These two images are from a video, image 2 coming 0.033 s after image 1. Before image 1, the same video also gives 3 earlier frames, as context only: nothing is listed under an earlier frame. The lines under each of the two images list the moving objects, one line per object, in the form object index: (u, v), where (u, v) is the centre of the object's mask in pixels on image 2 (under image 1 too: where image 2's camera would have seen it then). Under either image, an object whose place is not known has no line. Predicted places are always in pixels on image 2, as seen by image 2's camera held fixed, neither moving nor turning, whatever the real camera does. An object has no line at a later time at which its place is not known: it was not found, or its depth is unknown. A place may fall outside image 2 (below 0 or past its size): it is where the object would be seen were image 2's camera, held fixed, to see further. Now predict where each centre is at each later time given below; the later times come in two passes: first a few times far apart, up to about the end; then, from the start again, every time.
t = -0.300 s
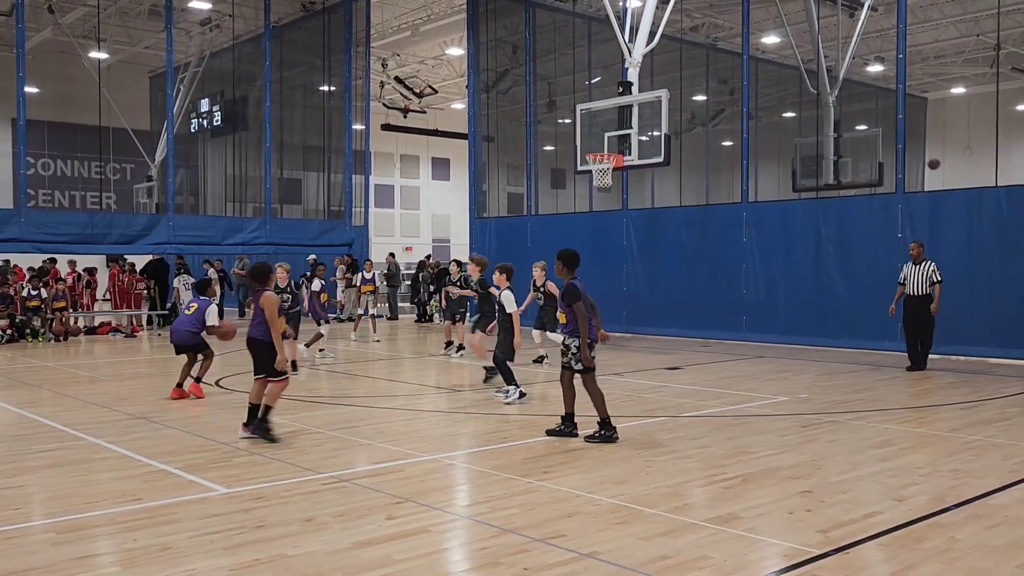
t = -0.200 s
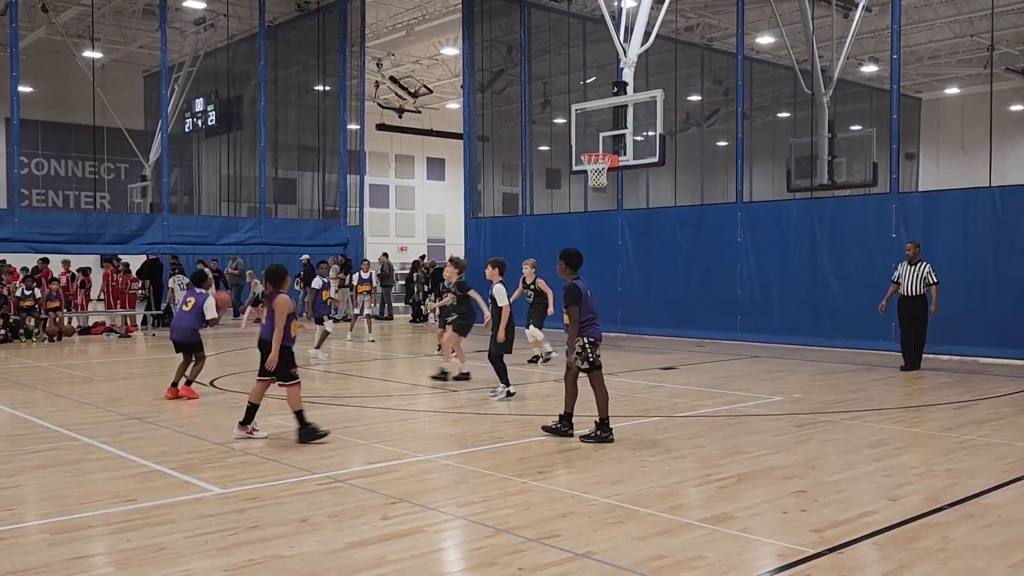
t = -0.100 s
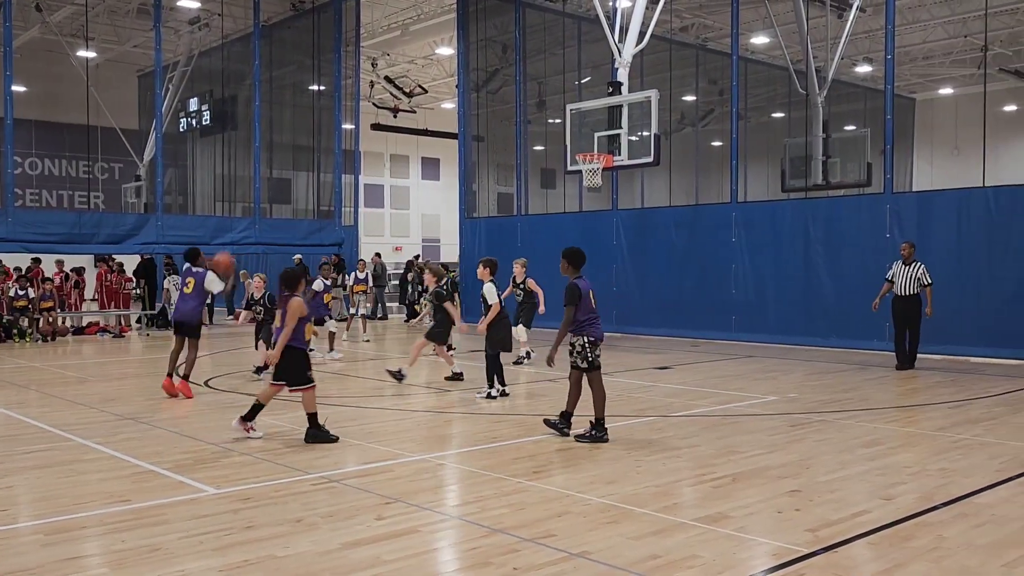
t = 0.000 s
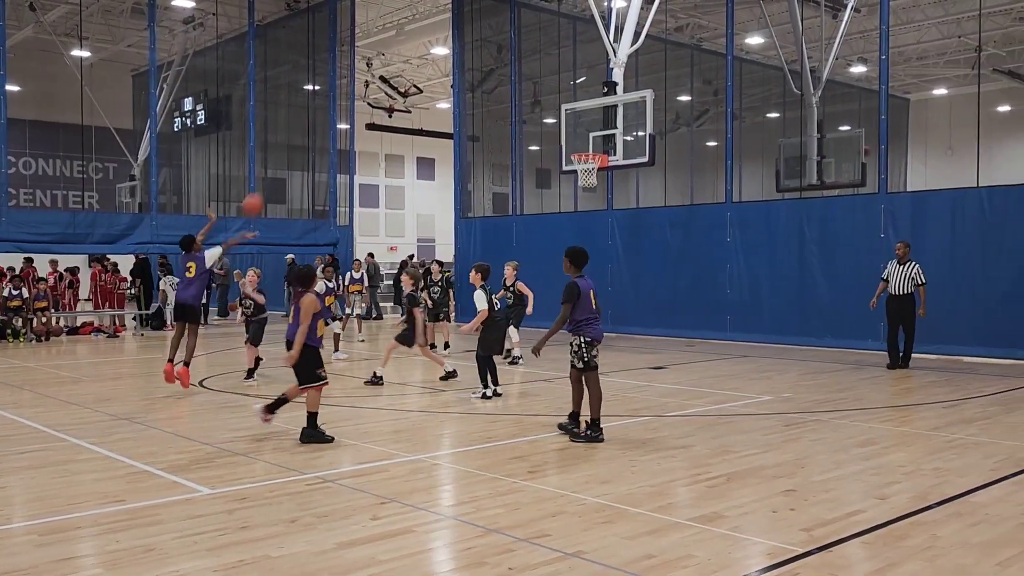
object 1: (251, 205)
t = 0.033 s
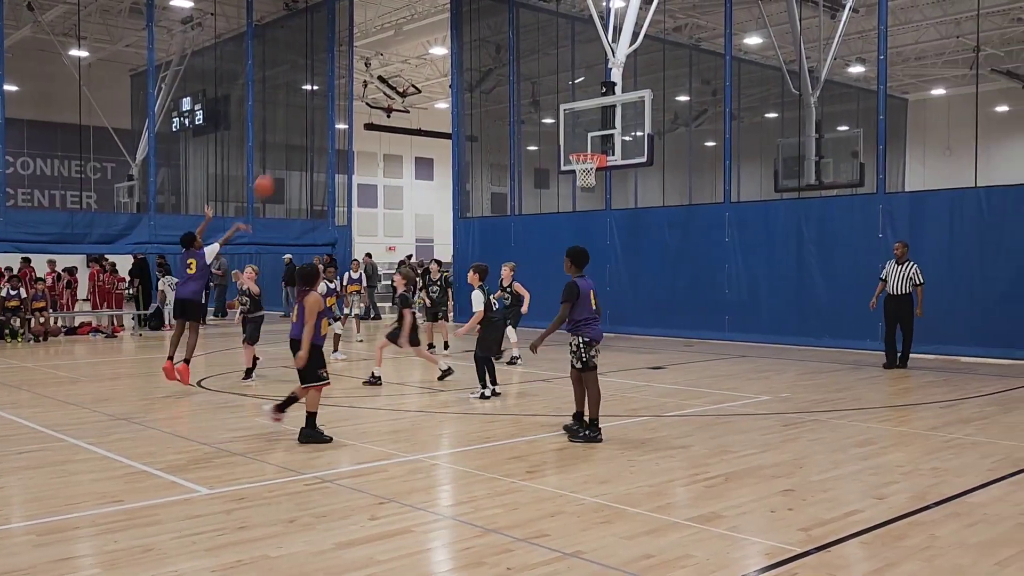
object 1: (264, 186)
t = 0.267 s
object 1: (347, 90)
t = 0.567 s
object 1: (439, 42)
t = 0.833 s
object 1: (508, 60)
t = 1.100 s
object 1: (568, 120)
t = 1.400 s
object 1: (595, 178)
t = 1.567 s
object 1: (592, 202)
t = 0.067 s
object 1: (277, 169)
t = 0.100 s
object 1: (289, 153)
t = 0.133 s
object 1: (301, 138)
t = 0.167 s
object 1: (314, 124)
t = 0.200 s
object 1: (325, 111)
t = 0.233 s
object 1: (336, 100)
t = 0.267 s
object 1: (347, 90)
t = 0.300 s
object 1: (359, 81)
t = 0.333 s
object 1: (370, 73)
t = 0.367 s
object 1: (380, 66)
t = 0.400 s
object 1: (391, 60)
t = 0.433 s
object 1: (401, 55)
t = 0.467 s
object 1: (410, 51)
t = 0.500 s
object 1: (420, 47)
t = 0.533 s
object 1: (429, 45)
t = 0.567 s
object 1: (439, 42)
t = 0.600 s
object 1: (449, 42)
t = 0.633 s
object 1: (458, 43)
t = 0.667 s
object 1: (466, 43)
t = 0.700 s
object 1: (475, 44)
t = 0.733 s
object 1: (483, 48)
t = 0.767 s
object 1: (491, 51)
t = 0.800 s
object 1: (500, 55)
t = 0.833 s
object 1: (508, 60)
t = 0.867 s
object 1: (516, 65)
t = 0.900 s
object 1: (524, 71)
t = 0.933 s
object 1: (531, 77)
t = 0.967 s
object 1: (539, 85)
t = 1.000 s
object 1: (546, 93)
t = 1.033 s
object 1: (553, 101)
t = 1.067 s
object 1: (560, 110)
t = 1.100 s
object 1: (568, 120)
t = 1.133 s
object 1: (574, 129)
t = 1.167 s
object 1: (580, 140)
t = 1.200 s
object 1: (587, 149)
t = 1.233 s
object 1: (595, 166)
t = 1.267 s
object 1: (598, 172)
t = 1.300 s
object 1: (593, 173)
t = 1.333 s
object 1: (595, 175)
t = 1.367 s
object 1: (595, 176)
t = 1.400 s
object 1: (595, 178)
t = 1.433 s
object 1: (595, 181)
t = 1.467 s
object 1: (594, 185)
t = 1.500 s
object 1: (594, 190)
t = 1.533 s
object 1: (593, 195)
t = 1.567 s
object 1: (592, 202)
